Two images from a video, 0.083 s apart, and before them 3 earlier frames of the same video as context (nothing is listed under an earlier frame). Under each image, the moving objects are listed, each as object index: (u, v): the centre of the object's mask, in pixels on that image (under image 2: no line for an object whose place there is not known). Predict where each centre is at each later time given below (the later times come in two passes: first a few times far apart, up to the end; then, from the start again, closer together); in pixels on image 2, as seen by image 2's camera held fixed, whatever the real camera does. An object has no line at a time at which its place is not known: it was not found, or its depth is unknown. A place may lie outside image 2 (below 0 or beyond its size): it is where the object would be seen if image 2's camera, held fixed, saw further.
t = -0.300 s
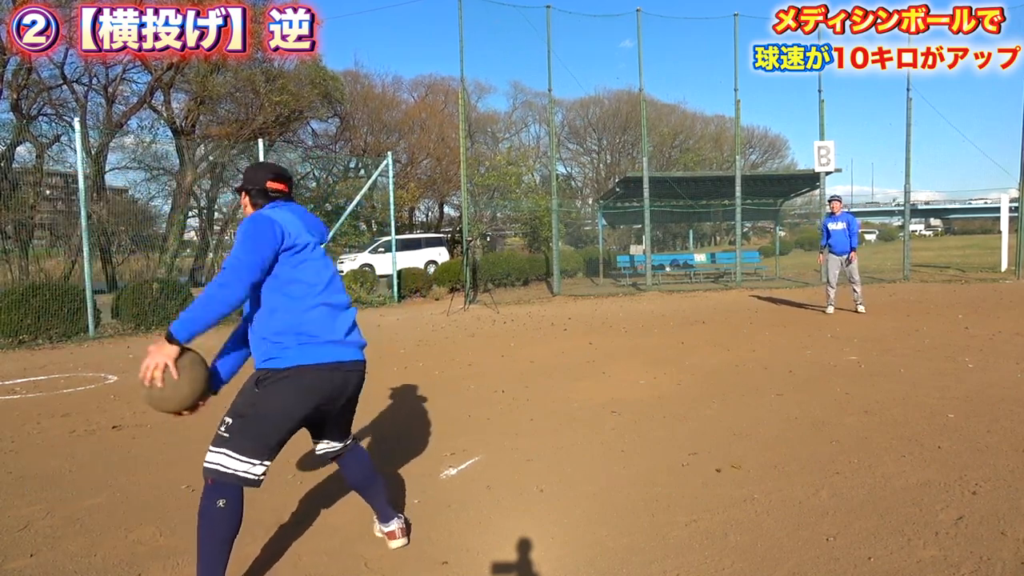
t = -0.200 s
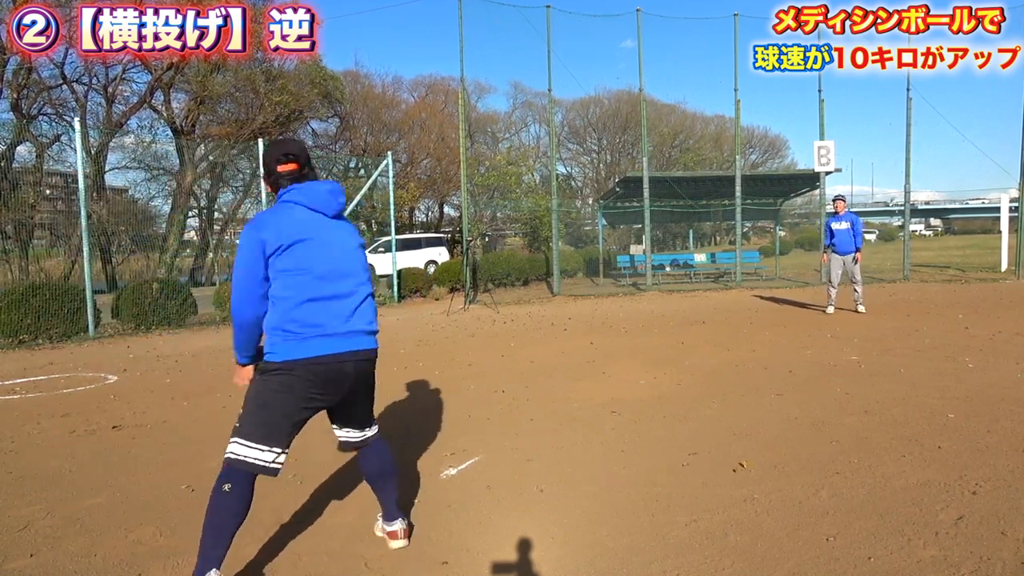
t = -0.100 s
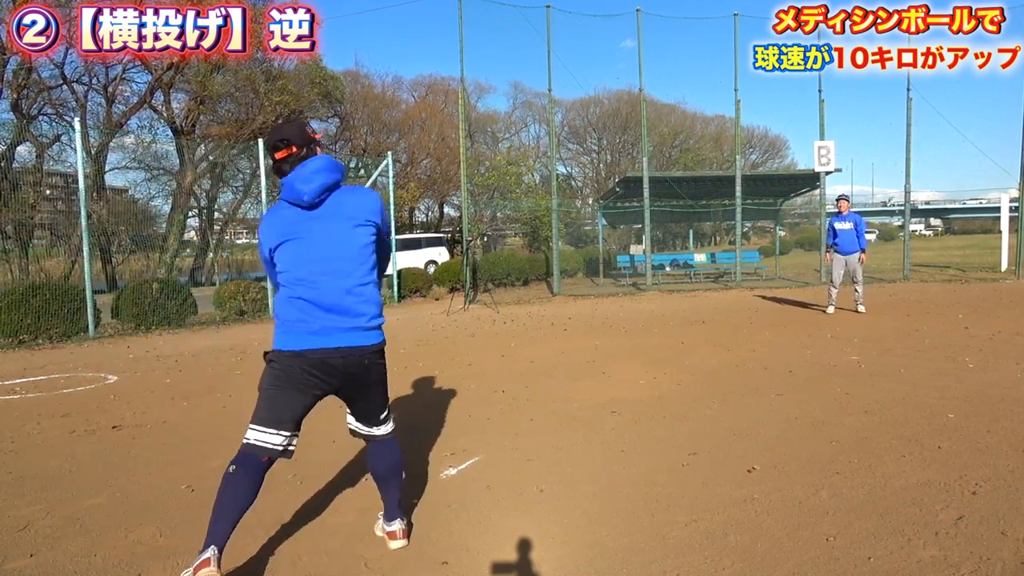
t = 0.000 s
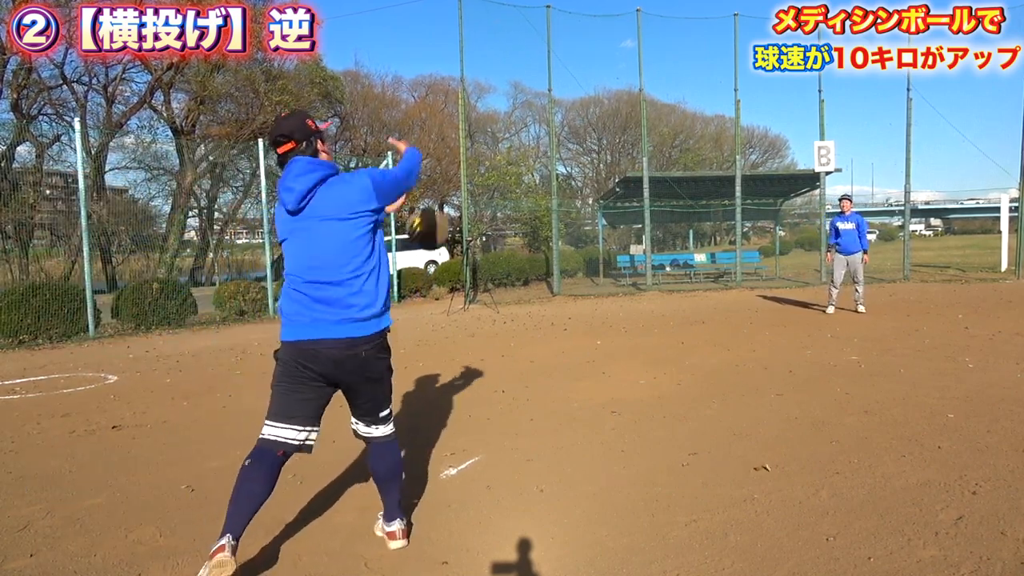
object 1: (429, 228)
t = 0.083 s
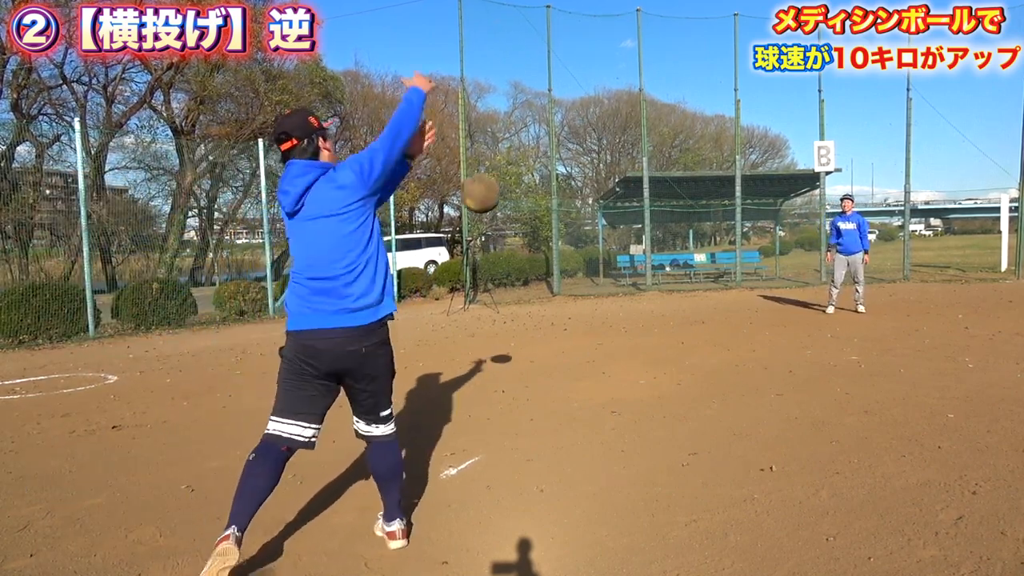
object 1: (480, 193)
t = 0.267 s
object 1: (572, 166)
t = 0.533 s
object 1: (667, 206)
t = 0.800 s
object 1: (731, 308)
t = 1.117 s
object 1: (763, 275)
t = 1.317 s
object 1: (776, 258)
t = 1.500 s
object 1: (785, 276)
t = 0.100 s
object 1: (491, 186)
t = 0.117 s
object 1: (500, 183)
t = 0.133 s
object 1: (508, 179)
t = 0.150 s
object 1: (517, 176)
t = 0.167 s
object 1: (525, 172)
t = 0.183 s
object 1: (532, 170)
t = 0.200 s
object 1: (541, 169)
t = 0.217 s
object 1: (549, 167)
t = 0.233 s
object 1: (557, 166)
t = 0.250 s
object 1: (565, 166)
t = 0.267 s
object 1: (572, 166)
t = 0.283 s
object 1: (578, 167)
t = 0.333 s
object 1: (600, 168)
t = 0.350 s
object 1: (606, 170)
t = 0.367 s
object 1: (612, 172)
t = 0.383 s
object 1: (618, 173)
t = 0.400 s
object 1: (625, 176)
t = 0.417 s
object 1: (630, 179)
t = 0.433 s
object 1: (636, 182)
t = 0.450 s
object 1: (642, 185)
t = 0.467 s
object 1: (646, 189)
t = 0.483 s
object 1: (652, 192)
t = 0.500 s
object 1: (658, 197)
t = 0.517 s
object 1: (662, 201)
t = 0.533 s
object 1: (667, 206)
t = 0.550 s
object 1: (672, 211)
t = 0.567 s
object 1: (676, 216)
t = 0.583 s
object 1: (681, 221)
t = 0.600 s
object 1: (685, 227)
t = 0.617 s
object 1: (691, 233)
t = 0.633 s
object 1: (694, 239)
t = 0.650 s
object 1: (698, 245)
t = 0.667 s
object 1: (702, 252)
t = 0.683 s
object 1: (707, 259)
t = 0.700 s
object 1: (710, 265)
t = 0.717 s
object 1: (714, 272)
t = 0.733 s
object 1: (717, 279)
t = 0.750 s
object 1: (721, 285)
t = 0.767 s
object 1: (724, 292)
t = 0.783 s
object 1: (728, 300)
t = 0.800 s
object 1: (731, 308)
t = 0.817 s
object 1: (733, 316)
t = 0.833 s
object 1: (737, 323)
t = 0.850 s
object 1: (740, 332)
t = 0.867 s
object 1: (744, 339)
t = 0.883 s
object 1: (747, 342)
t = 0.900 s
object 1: (748, 337)
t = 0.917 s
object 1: (748, 330)
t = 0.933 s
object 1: (749, 324)
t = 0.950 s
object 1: (750, 319)
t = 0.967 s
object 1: (751, 313)
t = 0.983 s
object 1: (752, 308)
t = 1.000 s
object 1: (754, 302)
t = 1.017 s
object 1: (756, 297)
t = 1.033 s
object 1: (757, 293)
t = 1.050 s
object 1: (758, 289)
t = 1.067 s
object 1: (759, 285)
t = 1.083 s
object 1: (760, 282)
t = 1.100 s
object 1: (762, 278)
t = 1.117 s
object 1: (763, 275)
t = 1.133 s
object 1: (764, 272)
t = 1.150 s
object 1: (765, 270)
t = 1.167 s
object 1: (766, 269)
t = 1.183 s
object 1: (767, 266)
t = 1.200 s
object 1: (768, 264)
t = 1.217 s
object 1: (769, 263)
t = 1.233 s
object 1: (770, 261)
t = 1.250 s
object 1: (771, 260)
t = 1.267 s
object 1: (772, 259)
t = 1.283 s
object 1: (774, 259)
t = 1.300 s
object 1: (775, 258)
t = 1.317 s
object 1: (776, 258)
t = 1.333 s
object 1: (777, 259)
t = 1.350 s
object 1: (778, 259)
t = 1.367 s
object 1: (779, 260)
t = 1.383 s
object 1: (780, 262)
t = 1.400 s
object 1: (781, 263)
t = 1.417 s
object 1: (781, 265)
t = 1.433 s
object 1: (781, 267)
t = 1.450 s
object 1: (784, 268)
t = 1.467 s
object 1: (784, 270)
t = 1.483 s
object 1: (785, 271)
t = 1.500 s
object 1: (785, 276)
